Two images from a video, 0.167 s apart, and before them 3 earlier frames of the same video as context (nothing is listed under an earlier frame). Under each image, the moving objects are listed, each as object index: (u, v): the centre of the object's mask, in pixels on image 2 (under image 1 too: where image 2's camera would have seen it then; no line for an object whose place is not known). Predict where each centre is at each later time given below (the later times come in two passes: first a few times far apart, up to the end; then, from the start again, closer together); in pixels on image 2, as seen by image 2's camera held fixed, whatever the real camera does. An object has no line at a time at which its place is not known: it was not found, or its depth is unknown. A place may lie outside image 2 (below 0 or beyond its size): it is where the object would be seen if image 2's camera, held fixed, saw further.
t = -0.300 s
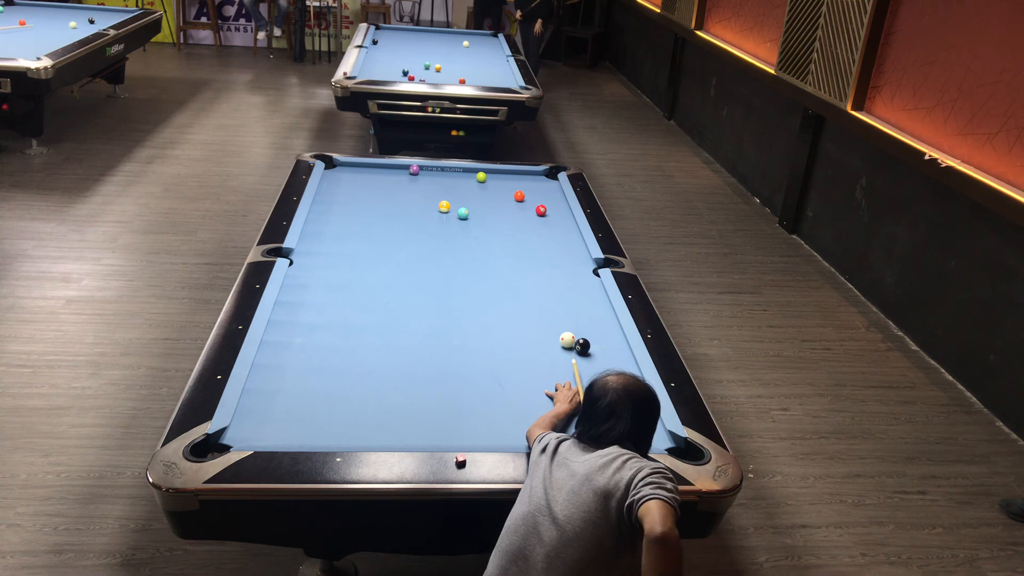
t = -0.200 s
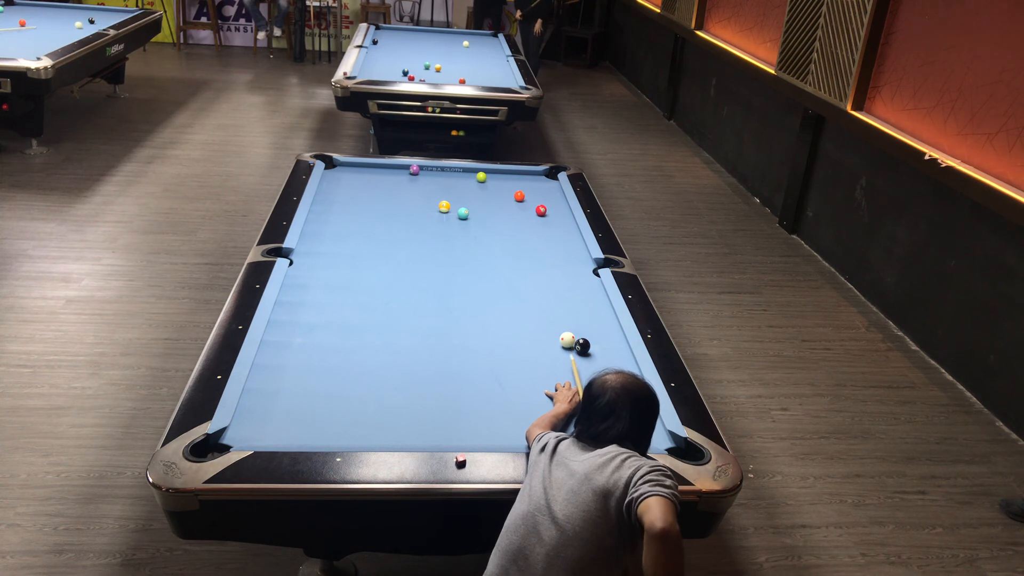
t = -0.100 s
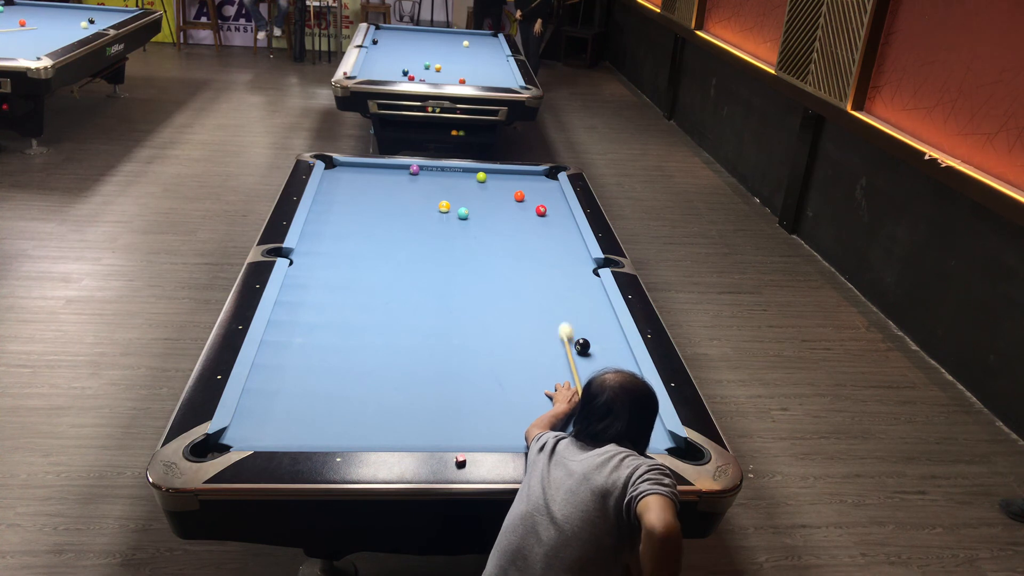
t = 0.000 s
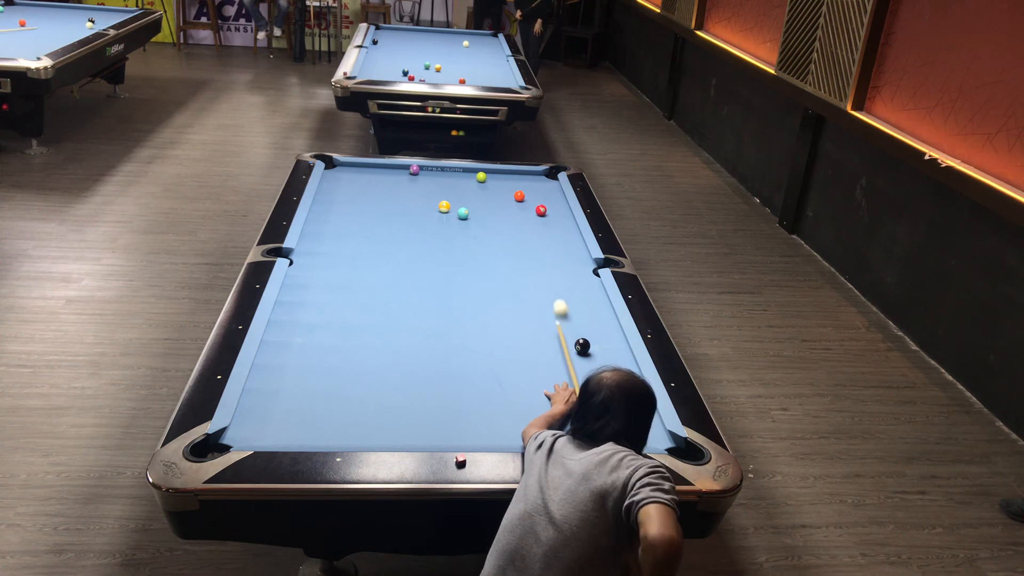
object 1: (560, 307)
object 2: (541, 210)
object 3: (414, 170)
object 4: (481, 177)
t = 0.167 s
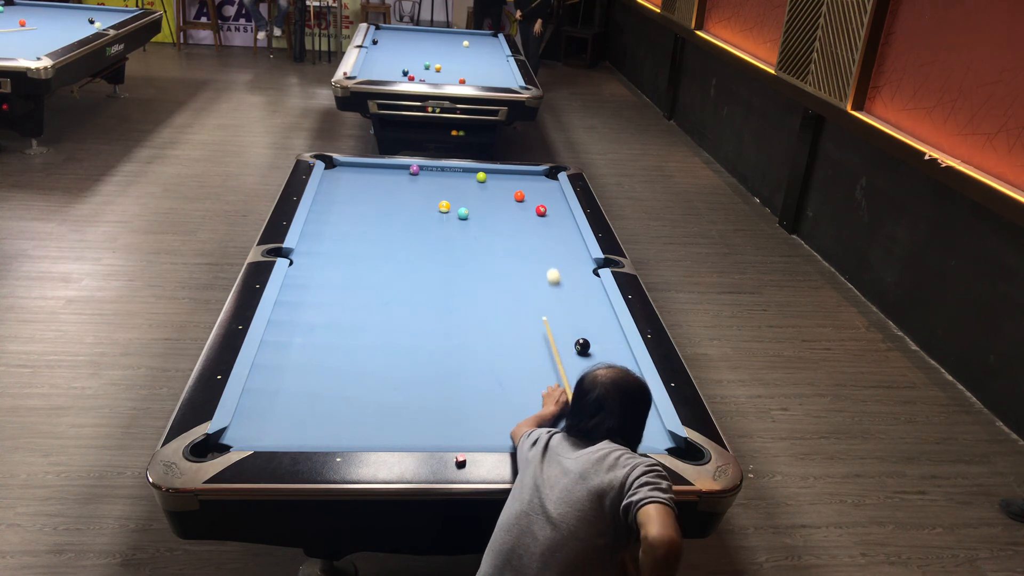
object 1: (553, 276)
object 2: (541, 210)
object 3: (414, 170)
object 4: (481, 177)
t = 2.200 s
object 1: (447, 173)
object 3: (414, 170)
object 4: (488, 173)
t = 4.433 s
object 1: (420, 170)
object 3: (381, 172)
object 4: (495, 173)
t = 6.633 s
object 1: (420, 169)
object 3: (379, 172)
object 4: (495, 173)
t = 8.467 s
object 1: (420, 169)
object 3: (379, 172)
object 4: (495, 173)
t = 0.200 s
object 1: (552, 271)
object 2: (541, 210)
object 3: (414, 170)
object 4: (481, 177)
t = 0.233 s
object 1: (551, 265)
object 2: (541, 210)
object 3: (414, 170)
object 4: (481, 177)
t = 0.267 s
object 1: (549, 259)
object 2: (541, 210)
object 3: (414, 169)
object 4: (481, 177)
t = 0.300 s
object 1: (548, 254)
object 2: (541, 210)
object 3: (414, 169)
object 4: (481, 177)
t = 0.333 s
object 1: (547, 249)
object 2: (541, 210)
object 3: (414, 169)
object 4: (481, 177)
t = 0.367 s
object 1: (546, 244)
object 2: (541, 210)
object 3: (414, 170)
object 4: (481, 177)
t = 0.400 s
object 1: (545, 239)
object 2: (541, 210)
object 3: (414, 170)
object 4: (481, 177)
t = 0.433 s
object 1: (544, 235)
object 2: (541, 210)
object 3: (414, 170)
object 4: (481, 177)
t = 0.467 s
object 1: (543, 231)
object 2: (541, 210)
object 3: (414, 170)
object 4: (481, 177)
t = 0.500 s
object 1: (542, 226)
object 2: (541, 210)
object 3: (414, 170)
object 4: (481, 177)
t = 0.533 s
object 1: (541, 221)
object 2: (541, 210)
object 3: (414, 169)
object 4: (481, 177)
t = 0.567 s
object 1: (540, 217)
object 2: (541, 208)
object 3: (414, 169)
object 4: (481, 177)
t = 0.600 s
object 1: (539, 214)
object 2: (542, 207)
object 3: (414, 169)
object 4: (481, 177)
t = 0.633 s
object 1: (536, 213)
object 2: (543, 206)
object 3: (414, 169)
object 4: (481, 177)
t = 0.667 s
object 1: (533, 213)
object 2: (544, 203)
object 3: (414, 169)
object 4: (481, 177)
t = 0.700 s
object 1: (531, 212)
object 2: (546, 200)
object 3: (414, 169)
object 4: (481, 177)
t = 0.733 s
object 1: (529, 211)
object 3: (414, 170)
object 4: (481, 177)
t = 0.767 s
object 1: (527, 210)
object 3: (414, 170)
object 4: (481, 177)
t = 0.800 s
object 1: (524, 209)
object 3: (414, 170)
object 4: (481, 177)
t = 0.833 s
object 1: (523, 207)
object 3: (414, 170)
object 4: (481, 177)
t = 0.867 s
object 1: (521, 206)
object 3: (414, 170)
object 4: (481, 177)
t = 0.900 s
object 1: (518, 205)
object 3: (414, 170)
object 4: (481, 177)
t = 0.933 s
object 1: (516, 204)
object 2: (553, 185)
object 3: (414, 169)
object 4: (481, 177)
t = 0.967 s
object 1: (514, 203)
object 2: (554, 182)
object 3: (414, 169)
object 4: (481, 177)
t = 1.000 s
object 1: (512, 202)
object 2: (554, 181)
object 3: (414, 169)
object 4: (481, 177)
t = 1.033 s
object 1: (511, 200)
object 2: (552, 179)
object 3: (414, 169)
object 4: (481, 177)
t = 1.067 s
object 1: (509, 199)
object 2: (550, 178)
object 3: (414, 169)
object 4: (481, 177)
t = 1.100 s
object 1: (507, 198)
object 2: (549, 176)
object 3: (414, 169)
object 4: (481, 177)
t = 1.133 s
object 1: (505, 197)
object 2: (548, 175)
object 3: (414, 170)
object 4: (481, 177)
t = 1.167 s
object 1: (503, 196)
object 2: (547, 173)
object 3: (414, 169)
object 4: (481, 177)
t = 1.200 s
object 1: (501, 195)
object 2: (548, 173)
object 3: (414, 170)
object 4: (481, 177)
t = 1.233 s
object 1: (500, 194)
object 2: (550, 174)
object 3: (414, 170)
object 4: (481, 177)
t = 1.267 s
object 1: (498, 193)
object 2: (552, 174)
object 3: (414, 170)
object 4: (481, 177)
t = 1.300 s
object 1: (496, 191)
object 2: (553, 174)
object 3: (414, 170)
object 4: (481, 177)
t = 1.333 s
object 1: (495, 190)
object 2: (553, 174)
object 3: (414, 170)
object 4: (481, 177)
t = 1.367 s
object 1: (493, 189)
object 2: (553, 174)
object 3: (414, 169)
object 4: (481, 177)
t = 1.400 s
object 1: (491, 188)
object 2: (552, 174)
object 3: (414, 169)
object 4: (481, 177)
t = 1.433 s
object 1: (490, 187)
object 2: (552, 174)
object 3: (414, 169)
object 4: (481, 177)
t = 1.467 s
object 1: (488, 186)
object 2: (552, 174)
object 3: (414, 170)
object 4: (481, 177)
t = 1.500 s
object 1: (486, 186)
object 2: (552, 175)
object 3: (414, 170)
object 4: (481, 176)
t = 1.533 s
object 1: (485, 185)
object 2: (552, 176)
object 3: (414, 169)
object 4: (481, 176)
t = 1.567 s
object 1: (483, 184)
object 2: (553, 177)
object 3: (414, 170)
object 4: (481, 176)
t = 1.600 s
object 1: (481, 183)
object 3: (414, 170)
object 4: (481, 175)
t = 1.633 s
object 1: (480, 182)
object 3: (414, 170)
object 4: (482, 175)
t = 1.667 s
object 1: (478, 181)
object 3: (414, 170)
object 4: (483, 175)
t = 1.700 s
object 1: (476, 180)
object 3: (414, 170)
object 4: (483, 176)
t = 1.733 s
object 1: (474, 179)
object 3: (414, 170)
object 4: (483, 176)
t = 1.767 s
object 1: (472, 179)
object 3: (414, 170)
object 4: (483, 176)
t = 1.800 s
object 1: (470, 178)
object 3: (414, 170)
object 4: (483, 176)
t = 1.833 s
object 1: (468, 178)
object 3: (414, 170)
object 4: (484, 176)
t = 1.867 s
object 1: (466, 177)
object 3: (414, 170)
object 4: (484, 175)
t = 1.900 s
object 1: (464, 177)
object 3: (414, 170)
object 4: (484, 175)
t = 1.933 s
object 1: (462, 176)
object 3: (414, 170)
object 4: (485, 175)
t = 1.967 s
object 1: (460, 176)
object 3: (414, 170)
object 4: (485, 175)
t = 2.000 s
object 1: (458, 175)
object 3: (414, 170)
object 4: (486, 174)
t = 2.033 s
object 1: (457, 175)
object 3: (414, 170)
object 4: (486, 174)
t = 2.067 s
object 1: (455, 174)
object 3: (414, 170)
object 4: (487, 174)
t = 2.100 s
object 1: (453, 174)
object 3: (414, 170)
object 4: (487, 174)
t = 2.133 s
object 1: (451, 174)
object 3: (414, 170)
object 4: (487, 173)
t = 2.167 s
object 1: (449, 173)
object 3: (414, 170)
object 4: (488, 173)
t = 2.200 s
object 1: (447, 173)
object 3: (414, 170)
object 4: (488, 173)
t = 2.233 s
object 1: (446, 172)
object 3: (414, 170)
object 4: (489, 173)
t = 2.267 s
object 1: (444, 172)
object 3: (414, 170)
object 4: (489, 172)
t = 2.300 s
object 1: (442, 171)
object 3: (414, 170)
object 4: (490, 172)
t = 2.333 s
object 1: (440, 171)
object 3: (414, 170)
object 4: (490, 172)
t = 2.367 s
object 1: (439, 171)
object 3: (414, 170)
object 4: (490, 172)
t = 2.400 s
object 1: (437, 170)
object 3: (414, 170)
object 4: (491, 172)
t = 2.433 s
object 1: (436, 170)
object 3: (414, 169)
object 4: (491, 172)
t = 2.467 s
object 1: (434, 169)
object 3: (414, 169)
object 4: (491, 172)
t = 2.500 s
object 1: (432, 169)
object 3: (414, 169)
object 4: (492, 172)
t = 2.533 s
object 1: (430, 169)
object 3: (414, 170)
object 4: (492, 172)
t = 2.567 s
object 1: (429, 169)
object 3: (414, 169)
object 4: (492, 172)
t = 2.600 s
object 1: (428, 169)
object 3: (414, 169)
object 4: (493, 172)
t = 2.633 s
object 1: (426, 169)
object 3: (414, 169)
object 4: (493, 172)
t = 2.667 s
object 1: (425, 169)
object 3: (414, 169)
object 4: (493, 172)
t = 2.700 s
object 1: (424, 169)
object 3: (414, 170)
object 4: (493, 172)
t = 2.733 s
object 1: (424, 169)
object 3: (413, 170)
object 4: (493, 172)
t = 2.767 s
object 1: (423, 169)
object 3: (412, 170)
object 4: (493, 172)
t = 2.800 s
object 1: (423, 169)
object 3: (411, 170)
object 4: (494, 172)
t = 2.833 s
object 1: (423, 169)
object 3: (410, 170)
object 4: (494, 172)
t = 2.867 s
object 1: (422, 169)
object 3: (409, 170)
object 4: (494, 173)
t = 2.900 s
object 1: (422, 169)
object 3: (408, 170)
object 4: (494, 173)
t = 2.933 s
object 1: (422, 169)
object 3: (407, 170)
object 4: (494, 173)
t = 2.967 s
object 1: (421, 169)
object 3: (406, 170)
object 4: (494, 173)
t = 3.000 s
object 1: (421, 169)
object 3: (405, 170)
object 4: (494, 173)
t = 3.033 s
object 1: (421, 169)
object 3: (405, 170)
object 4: (494, 173)
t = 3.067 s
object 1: (421, 169)
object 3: (404, 170)
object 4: (495, 173)
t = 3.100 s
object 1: (421, 169)
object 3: (403, 170)
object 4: (495, 173)
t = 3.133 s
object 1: (421, 169)
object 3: (402, 170)
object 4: (495, 173)
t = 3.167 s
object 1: (420, 170)
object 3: (401, 170)
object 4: (495, 173)
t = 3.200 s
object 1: (420, 170)
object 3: (400, 170)
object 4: (495, 173)
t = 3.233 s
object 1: (420, 170)
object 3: (400, 170)
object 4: (495, 173)
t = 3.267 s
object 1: (420, 170)
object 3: (399, 170)
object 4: (495, 173)
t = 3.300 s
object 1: (420, 170)
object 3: (398, 170)
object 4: (495, 173)
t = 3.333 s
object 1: (420, 170)
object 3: (397, 170)
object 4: (495, 173)
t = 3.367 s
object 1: (420, 170)
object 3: (397, 170)
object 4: (495, 173)
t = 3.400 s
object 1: (419, 170)
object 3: (396, 170)
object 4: (495, 173)
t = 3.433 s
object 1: (420, 170)
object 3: (395, 171)
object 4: (495, 173)
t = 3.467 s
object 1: (420, 170)
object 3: (395, 171)
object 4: (495, 173)
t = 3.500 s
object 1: (419, 170)
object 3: (394, 171)
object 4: (495, 173)
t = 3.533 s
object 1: (420, 170)
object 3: (393, 171)
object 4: (495, 173)
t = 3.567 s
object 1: (420, 170)
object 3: (393, 171)
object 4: (495, 173)
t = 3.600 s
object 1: (420, 170)
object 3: (392, 171)
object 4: (495, 173)
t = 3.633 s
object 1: (420, 170)
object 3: (391, 171)
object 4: (495, 173)
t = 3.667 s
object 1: (420, 170)
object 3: (391, 171)
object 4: (495, 173)
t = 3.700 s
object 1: (420, 170)
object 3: (390, 171)
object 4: (495, 173)
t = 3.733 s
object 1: (420, 170)
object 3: (389, 171)
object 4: (495, 173)
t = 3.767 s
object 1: (420, 170)
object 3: (389, 171)
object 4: (495, 173)
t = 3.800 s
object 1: (420, 170)
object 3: (388, 171)
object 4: (495, 173)
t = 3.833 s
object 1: (420, 170)
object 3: (388, 171)
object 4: (495, 173)
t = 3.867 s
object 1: (420, 170)
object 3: (387, 171)
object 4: (495, 173)
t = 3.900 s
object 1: (420, 170)
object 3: (387, 171)
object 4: (495, 173)
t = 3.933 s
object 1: (420, 170)
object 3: (386, 171)
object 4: (495, 173)
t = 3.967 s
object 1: (420, 170)
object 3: (386, 171)
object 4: (495, 173)
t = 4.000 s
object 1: (420, 170)
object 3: (385, 171)
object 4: (495, 173)
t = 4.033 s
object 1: (420, 170)
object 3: (385, 171)
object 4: (495, 173)
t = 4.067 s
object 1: (420, 170)
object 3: (385, 171)
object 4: (495, 173)
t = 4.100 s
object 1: (420, 170)
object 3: (384, 171)
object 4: (495, 173)
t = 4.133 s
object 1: (420, 170)
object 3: (384, 171)
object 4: (495, 173)
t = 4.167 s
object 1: (420, 170)
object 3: (383, 171)
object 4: (495, 173)
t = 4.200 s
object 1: (420, 170)
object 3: (383, 171)
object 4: (495, 173)
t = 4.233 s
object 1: (420, 170)
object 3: (383, 171)
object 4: (495, 173)
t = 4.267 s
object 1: (420, 170)
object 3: (382, 172)
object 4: (495, 173)
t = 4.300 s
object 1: (420, 170)
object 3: (382, 171)
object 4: (495, 173)
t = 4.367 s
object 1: (420, 170)
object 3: (381, 172)
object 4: (495, 173)
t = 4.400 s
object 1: (420, 170)
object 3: (381, 172)
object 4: (495, 173)
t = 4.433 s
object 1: (420, 170)
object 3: (381, 172)
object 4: (495, 173)
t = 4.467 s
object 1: (420, 170)
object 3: (381, 171)
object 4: (495, 173)
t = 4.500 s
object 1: (420, 170)
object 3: (380, 171)
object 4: (495, 173)
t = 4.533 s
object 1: (420, 170)
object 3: (380, 171)
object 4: (495, 173)
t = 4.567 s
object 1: (420, 170)
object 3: (380, 172)
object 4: (495, 173)
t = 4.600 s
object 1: (420, 170)
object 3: (380, 172)
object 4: (495, 173)
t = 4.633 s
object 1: (420, 170)
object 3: (380, 172)
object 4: (495, 173)
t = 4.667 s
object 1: (420, 170)
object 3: (379, 172)
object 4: (495, 173)
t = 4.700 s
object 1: (420, 170)
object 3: (379, 172)
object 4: (495, 173)
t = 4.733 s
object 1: (420, 170)
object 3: (379, 172)
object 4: (495, 173)
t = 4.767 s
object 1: (420, 170)
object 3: (379, 172)
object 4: (495, 173)
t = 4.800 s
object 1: (420, 170)
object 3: (379, 172)
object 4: (495, 173)
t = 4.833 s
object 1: (420, 170)
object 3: (379, 172)
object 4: (495, 173)
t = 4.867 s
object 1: (420, 170)
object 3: (379, 172)
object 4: (495, 173)
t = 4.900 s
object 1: (420, 170)
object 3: (379, 172)
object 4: (495, 173)
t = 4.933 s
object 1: (420, 170)
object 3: (379, 172)
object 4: (495, 173)
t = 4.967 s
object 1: (420, 170)
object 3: (379, 172)
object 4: (495, 173)
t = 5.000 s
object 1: (420, 170)
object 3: (379, 172)
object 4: (495, 173)
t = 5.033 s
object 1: (420, 170)
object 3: (379, 172)
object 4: (495, 173)
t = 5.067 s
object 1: (420, 170)
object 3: (379, 172)
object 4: (495, 173)
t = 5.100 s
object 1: (420, 170)
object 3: (379, 172)
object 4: (495, 173)
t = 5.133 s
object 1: (420, 170)
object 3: (379, 172)
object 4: (495, 173)
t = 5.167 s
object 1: (420, 170)
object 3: (379, 172)
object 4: (495, 173)
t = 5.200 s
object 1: (420, 170)
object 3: (379, 172)
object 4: (495, 173)
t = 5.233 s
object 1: (420, 170)
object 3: (379, 172)
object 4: (495, 173)
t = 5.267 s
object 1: (420, 170)
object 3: (379, 172)
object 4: (495, 173)
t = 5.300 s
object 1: (420, 170)
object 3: (379, 172)
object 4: (495, 173)
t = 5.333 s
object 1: (420, 170)
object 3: (379, 172)
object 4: (495, 173)
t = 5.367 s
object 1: (420, 170)
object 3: (379, 172)
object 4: (495, 173)
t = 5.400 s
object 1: (420, 170)
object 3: (379, 172)
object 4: (495, 173)
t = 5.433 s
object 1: (420, 170)
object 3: (379, 172)
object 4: (495, 173)
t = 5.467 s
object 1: (420, 170)
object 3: (379, 172)
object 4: (495, 173)
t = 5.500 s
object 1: (420, 170)
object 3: (379, 172)
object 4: (495, 173)
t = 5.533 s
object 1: (420, 170)
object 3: (379, 172)
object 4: (495, 173)
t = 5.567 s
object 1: (420, 170)
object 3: (379, 172)
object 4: (495, 173)
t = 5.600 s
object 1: (420, 170)
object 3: (379, 172)
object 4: (495, 173)
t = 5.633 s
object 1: (420, 170)
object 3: (379, 172)
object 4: (495, 173)
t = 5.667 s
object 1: (420, 170)
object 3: (379, 172)
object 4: (495, 173)
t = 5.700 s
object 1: (420, 170)
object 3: (379, 172)
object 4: (495, 173)
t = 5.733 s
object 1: (420, 170)
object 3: (379, 172)
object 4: (495, 173)
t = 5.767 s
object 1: (420, 170)
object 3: (379, 172)
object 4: (495, 173)
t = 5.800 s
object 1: (420, 170)
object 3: (379, 172)
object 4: (495, 173)
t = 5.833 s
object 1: (420, 170)
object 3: (379, 172)
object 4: (495, 173)
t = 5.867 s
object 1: (420, 169)
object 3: (379, 172)
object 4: (495, 173)
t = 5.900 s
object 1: (420, 169)
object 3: (379, 172)
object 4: (495, 173)
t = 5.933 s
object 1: (420, 169)
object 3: (379, 172)
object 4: (495, 173)
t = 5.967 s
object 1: (420, 169)
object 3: (379, 172)
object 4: (495, 173)
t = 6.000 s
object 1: (420, 169)
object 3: (379, 172)
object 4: (495, 173)
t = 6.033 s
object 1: (420, 169)
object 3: (379, 172)
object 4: (495, 173)
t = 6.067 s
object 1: (420, 169)
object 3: (379, 172)
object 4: (495, 173)
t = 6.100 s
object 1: (420, 169)
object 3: (379, 172)
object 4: (495, 173)
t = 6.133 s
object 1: (420, 169)
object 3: (379, 172)
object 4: (495, 173)
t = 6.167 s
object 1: (420, 169)
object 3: (379, 172)
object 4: (495, 173)
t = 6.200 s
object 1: (420, 169)
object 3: (379, 172)
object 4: (495, 173)
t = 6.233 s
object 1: (420, 169)
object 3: (379, 172)
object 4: (495, 173)
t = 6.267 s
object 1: (420, 169)
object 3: (379, 172)
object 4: (495, 173)
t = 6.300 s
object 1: (420, 169)
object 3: (379, 172)
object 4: (495, 173)
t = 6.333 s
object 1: (420, 169)
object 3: (379, 172)
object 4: (495, 173)
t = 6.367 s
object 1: (420, 169)
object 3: (379, 172)
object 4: (495, 173)
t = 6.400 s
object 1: (420, 169)
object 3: (379, 172)
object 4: (495, 173)
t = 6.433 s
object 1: (420, 169)
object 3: (379, 172)
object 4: (495, 173)
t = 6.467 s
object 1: (420, 169)
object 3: (379, 172)
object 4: (495, 173)
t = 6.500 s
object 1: (420, 169)
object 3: (379, 172)
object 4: (495, 173)
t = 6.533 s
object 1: (420, 169)
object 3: (379, 172)
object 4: (495, 173)
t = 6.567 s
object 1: (420, 169)
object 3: (379, 172)
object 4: (495, 173)
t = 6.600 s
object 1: (420, 169)
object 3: (379, 172)
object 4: (495, 173)
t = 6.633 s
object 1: (420, 169)
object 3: (379, 172)
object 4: (495, 173)
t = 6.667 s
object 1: (420, 169)
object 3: (379, 172)
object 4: (495, 173)
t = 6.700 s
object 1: (420, 169)
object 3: (379, 172)
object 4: (495, 173)
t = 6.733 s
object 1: (420, 169)
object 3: (379, 172)
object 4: (495, 173)
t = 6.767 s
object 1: (420, 169)
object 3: (379, 172)
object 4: (495, 173)
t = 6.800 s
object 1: (420, 169)
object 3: (379, 172)
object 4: (495, 173)
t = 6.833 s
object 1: (420, 169)
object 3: (379, 172)
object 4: (495, 173)
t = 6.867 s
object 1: (420, 169)
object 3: (379, 172)
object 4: (495, 173)
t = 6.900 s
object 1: (420, 169)
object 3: (379, 172)
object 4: (495, 173)
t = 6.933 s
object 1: (420, 169)
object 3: (379, 172)
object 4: (495, 173)
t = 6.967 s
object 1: (420, 169)
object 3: (379, 172)
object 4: (495, 173)
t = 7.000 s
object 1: (420, 169)
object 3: (379, 172)
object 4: (495, 173)
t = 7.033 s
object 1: (420, 169)
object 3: (379, 172)
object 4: (495, 173)
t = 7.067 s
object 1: (420, 169)
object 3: (379, 172)
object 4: (495, 173)
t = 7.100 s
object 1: (420, 169)
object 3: (379, 172)
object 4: (495, 173)
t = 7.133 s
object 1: (420, 169)
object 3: (379, 172)
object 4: (495, 173)
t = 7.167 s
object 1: (420, 169)
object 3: (379, 172)
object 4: (495, 173)
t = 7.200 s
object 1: (420, 169)
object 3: (379, 172)
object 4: (495, 173)
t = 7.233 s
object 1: (420, 169)
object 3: (379, 172)
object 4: (495, 173)
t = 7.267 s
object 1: (420, 169)
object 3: (379, 172)
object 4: (495, 173)
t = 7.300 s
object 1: (420, 169)
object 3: (379, 172)
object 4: (495, 173)
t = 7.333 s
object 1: (420, 169)
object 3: (379, 172)
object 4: (495, 173)
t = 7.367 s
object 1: (420, 169)
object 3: (379, 172)
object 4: (495, 173)
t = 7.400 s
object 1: (420, 169)
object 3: (379, 172)
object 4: (495, 173)
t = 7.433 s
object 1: (420, 169)
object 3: (379, 172)
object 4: (495, 173)
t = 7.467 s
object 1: (420, 169)
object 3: (379, 172)
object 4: (495, 173)
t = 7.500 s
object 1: (420, 169)
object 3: (379, 172)
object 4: (495, 173)
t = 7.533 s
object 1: (420, 169)
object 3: (379, 172)
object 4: (495, 173)
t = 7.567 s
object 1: (420, 169)
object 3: (379, 172)
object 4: (495, 173)
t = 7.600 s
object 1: (420, 169)
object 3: (379, 172)
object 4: (495, 173)
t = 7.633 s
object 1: (420, 169)
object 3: (379, 172)
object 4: (495, 173)
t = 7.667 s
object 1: (420, 169)
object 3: (379, 172)
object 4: (495, 173)
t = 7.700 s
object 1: (420, 169)
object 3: (379, 172)
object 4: (495, 173)
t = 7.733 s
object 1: (420, 169)
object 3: (379, 172)
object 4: (495, 173)
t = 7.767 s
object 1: (420, 169)
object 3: (379, 172)
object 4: (495, 173)
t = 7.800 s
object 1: (420, 169)
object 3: (379, 172)
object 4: (495, 173)
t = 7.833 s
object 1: (420, 169)
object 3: (379, 172)
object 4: (495, 173)
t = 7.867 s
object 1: (420, 169)
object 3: (379, 172)
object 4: (495, 173)
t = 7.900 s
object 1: (420, 169)
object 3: (379, 172)
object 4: (495, 173)
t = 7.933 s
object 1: (420, 169)
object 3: (379, 172)
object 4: (495, 173)
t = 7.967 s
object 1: (420, 169)
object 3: (379, 172)
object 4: (495, 173)
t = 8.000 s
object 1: (420, 169)
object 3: (379, 172)
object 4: (495, 173)
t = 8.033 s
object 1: (420, 169)
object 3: (379, 172)
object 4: (495, 173)
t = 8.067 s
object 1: (420, 169)
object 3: (379, 172)
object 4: (495, 173)
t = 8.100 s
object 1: (420, 169)
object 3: (379, 172)
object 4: (495, 173)
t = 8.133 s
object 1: (420, 169)
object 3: (379, 172)
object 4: (495, 173)
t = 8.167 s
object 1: (420, 169)
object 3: (379, 172)
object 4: (495, 173)
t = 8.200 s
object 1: (420, 169)
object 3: (379, 172)
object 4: (495, 173)
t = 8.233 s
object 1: (420, 169)
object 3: (379, 172)
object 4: (495, 173)
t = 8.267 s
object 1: (420, 169)
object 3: (379, 172)
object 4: (495, 173)
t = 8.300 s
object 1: (420, 169)
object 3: (379, 172)
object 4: (495, 173)
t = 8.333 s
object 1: (420, 169)
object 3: (379, 172)
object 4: (495, 173)
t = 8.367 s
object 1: (420, 169)
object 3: (379, 172)
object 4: (495, 173)
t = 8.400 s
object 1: (420, 169)
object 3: (379, 172)
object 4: (495, 173)
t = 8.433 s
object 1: (420, 169)
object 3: (379, 172)
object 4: (495, 173)
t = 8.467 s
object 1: (420, 169)
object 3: (379, 172)
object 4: (495, 173)
